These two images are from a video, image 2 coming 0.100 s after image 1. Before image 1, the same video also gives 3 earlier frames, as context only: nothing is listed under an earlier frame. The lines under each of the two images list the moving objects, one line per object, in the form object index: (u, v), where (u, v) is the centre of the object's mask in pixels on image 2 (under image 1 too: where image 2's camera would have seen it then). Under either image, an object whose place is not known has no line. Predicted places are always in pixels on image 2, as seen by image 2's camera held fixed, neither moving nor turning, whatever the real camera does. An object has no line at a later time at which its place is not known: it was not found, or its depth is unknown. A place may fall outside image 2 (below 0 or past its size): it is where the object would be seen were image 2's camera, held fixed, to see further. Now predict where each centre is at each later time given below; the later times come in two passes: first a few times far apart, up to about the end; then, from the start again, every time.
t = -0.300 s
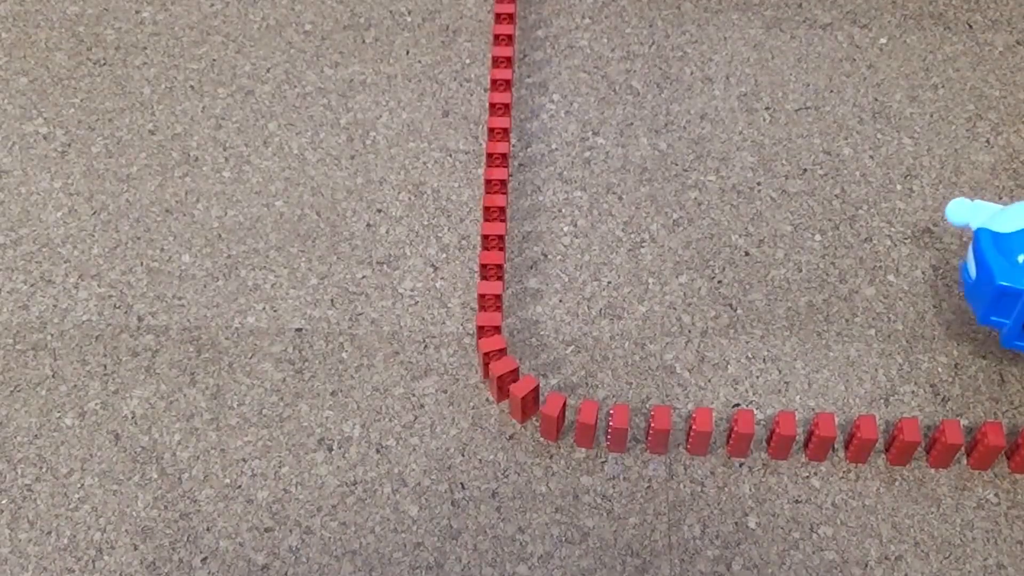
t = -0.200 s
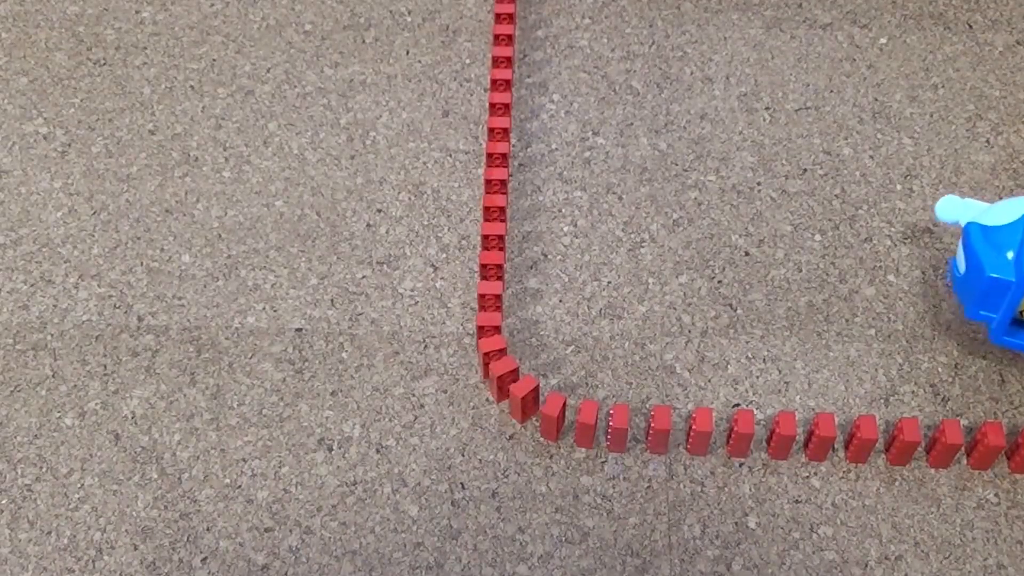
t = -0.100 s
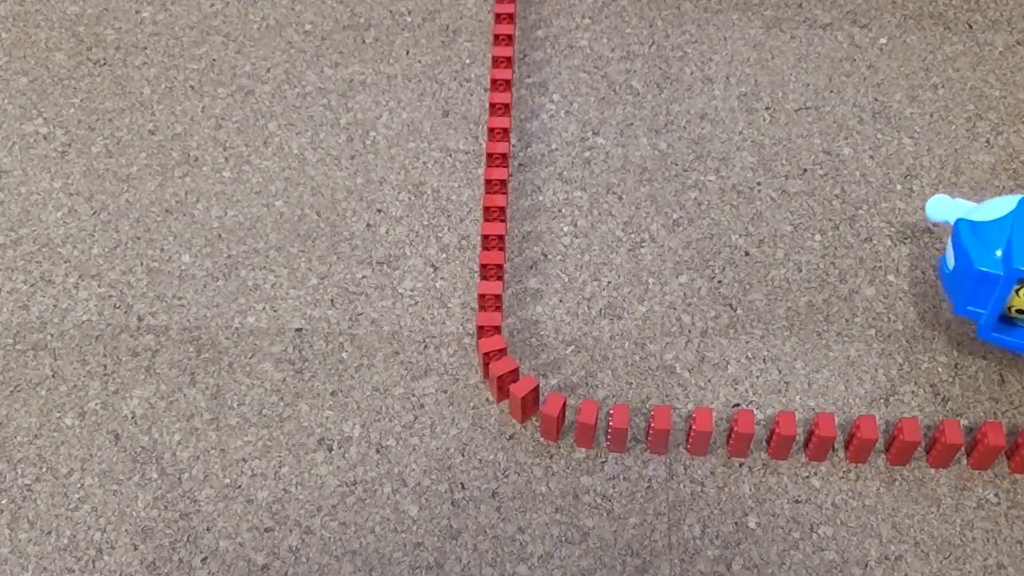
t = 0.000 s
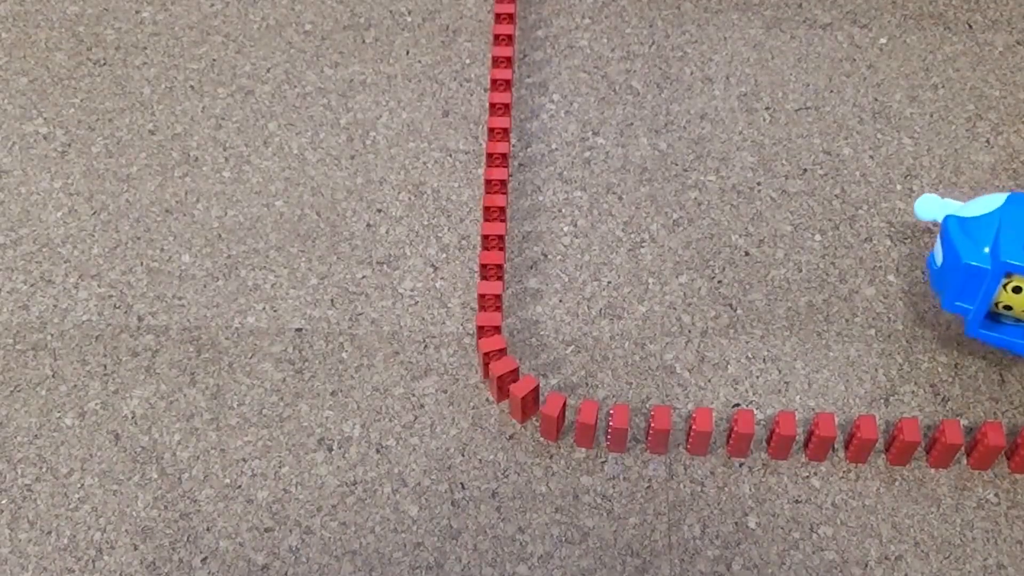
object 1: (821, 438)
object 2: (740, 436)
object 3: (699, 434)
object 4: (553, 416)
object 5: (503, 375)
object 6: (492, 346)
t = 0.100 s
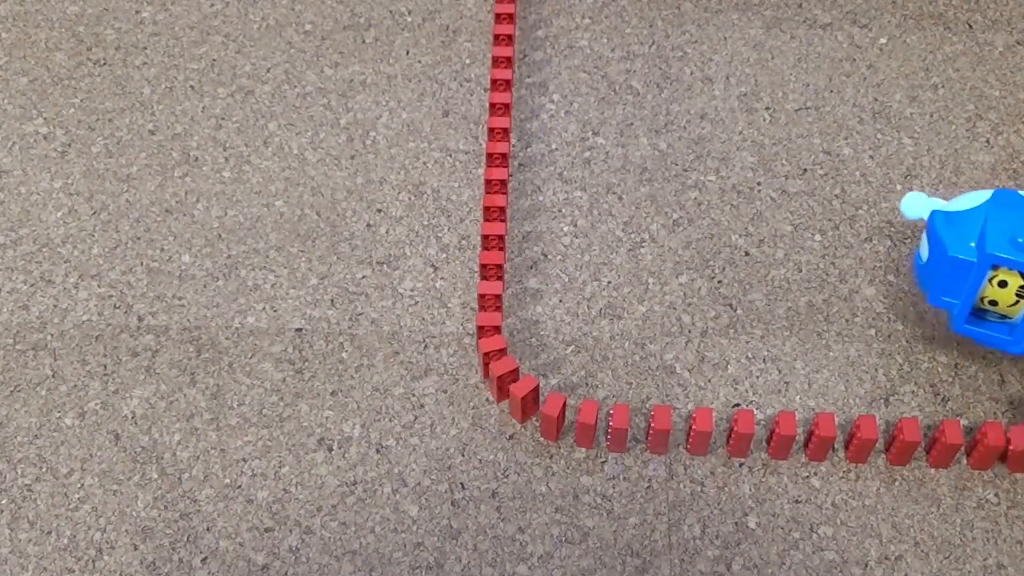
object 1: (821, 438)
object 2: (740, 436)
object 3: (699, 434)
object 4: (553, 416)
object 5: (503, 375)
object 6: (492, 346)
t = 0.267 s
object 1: (821, 438)
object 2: (740, 436)
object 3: (700, 434)
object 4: (553, 416)
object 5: (503, 375)
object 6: (492, 346)
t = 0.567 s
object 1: (783, 435)
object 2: (706, 435)
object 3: (669, 433)
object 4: (553, 416)
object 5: (503, 375)
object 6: (492, 345)
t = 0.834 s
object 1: (782, 435)
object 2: (705, 435)
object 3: (667, 434)
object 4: (510, 432)
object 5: (504, 387)
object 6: (488, 317)
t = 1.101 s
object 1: (782, 435)
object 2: (705, 435)
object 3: (667, 434)
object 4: (509, 433)
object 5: (504, 390)
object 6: (482, 328)
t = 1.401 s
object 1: (782, 435)
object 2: (705, 435)
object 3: (667, 434)
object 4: (509, 433)
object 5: (504, 390)
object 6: (482, 329)
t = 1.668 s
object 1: (782, 436)
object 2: (705, 435)
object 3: (667, 434)
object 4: (509, 433)
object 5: (504, 389)
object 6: (482, 329)
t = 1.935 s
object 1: (782, 436)
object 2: (705, 435)
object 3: (667, 434)
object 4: (509, 433)
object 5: (504, 389)
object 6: (482, 329)
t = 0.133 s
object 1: (821, 438)
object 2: (740, 436)
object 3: (699, 435)
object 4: (553, 416)
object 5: (503, 375)
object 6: (492, 346)
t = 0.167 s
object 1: (821, 438)
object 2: (740, 436)
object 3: (699, 434)
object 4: (553, 416)
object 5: (503, 375)
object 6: (492, 346)
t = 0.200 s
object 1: (821, 438)
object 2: (740, 436)
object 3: (700, 434)
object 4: (553, 416)
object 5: (503, 375)
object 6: (492, 345)
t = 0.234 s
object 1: (821, 438)
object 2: (740, 436)
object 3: (699, 434)
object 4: (553, 416)
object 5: (503, 375)
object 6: (492, 346)
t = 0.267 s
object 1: (821, 438)
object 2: (740, 436)
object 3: (700, 434)
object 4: (553, 416)
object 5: (503, 375)
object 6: (492, 346)
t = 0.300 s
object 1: (821, 438)
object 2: (740, 436)
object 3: (699, 435)
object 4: (553, 416)
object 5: (503, 375)
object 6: (492, 346)
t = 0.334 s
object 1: (821, 438)
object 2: (740, 436)
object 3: (699, 435)
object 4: (553, 416)
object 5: (503, 375)
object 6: (492, 345)
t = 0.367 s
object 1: (811, 439)
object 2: (740, 436)
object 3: (699, 435)
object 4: (553, 416)
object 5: (503, 375)
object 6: (492, 346)
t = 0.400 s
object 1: (802, 437)
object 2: (740, 436)
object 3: (699, 435)
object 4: (553, 416)
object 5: (503, 375)
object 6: (492, 346)
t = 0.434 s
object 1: (791, 437)
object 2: (734, 436)
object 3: (699, 434)
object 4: (553, 416)
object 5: (503, 375)
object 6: (492, 345)
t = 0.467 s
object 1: (785, 436)
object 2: (723, 435)
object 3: (694, 436)
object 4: (553, 416)
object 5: (503, 375)
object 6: (492, 345)
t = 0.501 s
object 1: (784, 435)
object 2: (713, 435)
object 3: (682, 432)
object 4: (553, 416)
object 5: (503, 375)
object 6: (492, 345)
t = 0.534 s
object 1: (783, 436)
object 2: (708, 434)
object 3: (673, 433)
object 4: (553, 416)
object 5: (503, 375)
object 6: (492, 345)
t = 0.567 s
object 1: (783, 435)
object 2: (706, 435)
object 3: (669, 433)
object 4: (553, 416)
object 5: (503, 375)
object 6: (492, 345)
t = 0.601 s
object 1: (783, 435)
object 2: (705, 435)
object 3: (668, 434)
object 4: (548, 415)
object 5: (503, 375)
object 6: (492, 345)
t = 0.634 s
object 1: (782, 435)
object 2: (705, 435)
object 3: (667, 434)
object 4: (536, 413)
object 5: (501, 373)
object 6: (492, 345)
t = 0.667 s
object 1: (782, 435)
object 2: (705, 435)
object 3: (667, 434)
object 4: (526, 413)
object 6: (491, 344)
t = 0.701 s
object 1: (783, 435)
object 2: (705, 435)
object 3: (667, 434)
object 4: (520, 415)
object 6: (489, 339)
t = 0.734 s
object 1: (782, 435)
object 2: (705, 435)
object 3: (667, 434)
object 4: (518, 417)
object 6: (488, 327)
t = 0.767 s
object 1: (782, 435)
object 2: (705, 435)
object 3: (667, 434)
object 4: (516, 420)
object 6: (487, 323)
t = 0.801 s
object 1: (782, 435)
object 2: (705, 435)
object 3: (667, 434)
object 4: (513, 426)
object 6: (491, 319)
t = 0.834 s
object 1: (782, 435)
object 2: (705, 435)
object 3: (667, 434)
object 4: (510, 432)
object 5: (504, 387)
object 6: (488, 317)
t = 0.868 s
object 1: (782, 435)
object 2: (705, 435)
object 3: (667, 434)
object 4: (509, 433)
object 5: (505, 389)
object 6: (483, 329)
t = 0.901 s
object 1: (782, 435)
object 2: (705, 435)
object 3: (667, 434)
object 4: (509, 433)
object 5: (505, 389)
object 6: (482, 328)
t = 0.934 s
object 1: (782, 435)
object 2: (705, 435)
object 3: (667, 434)
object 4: (509, 433)
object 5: (505, 389)
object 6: (482, 328)
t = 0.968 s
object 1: (782, 435)
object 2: (705, 435)
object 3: (667, 434)
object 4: (509, 433)
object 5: (505, 390)
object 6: (482, 328)
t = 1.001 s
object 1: (782, 435)
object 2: (705, 435)
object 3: (667, 434)
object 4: (509, 433)
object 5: (504, 390)
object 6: (482, 328)
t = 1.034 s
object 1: (782, 435)
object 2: (705, 435)
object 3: (667, 434)
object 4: (509, 433)
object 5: (504, 390)
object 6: (482, 328)
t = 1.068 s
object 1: (782, 435)
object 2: (705, 435)
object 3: (667, 434)
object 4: (509, 433)
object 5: (504, 390)
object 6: (482, 328)
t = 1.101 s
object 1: (782, 435)
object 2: (705, 435)
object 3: (667, 434)
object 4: (509, 433)
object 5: (504, 390)
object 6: (482, 328)
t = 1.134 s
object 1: (782, 435)
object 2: (705, 435)
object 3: (667, 434)
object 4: (509, 433)
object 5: (504, 390)
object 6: (482, 328)
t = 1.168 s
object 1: (782, 435)
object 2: (705, 435)
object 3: (667, 434)
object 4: (509, 433)
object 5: (504, 390)
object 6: (482, 328)
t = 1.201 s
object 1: (782, 435)
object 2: (705, 435)
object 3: (667, 434)
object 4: (509, 433)
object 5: (504, 389)
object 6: (482, 328)
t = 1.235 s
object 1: (782, 435)
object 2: (705, 435)
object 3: (667, 434)
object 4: (509, 433)
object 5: (504, 390)
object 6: (482, 328)
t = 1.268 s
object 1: (782, 435)
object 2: (705, 435)
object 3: (667, 434)
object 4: (509, 433)
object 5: (504, 390)
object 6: (482, 328)
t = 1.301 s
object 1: (782, 435)
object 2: (705, 435)
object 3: (667, 434)
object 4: (509, 433)
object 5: (504, 390)
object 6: (482, 329)
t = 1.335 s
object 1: (782, 435)
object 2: (705, 435)
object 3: (667, 434)
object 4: (509, 433)
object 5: (504, 390)
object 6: (482, 329)
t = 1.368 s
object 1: (782, 435)
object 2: (705, 435)
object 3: (667, 434)
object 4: (509, 433)
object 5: (504, 390)
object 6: (482, 329)
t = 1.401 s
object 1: (782, 435)
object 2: (705, 435)
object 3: (667, 434)
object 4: (509, 433)
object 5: (504, 390)
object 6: (482, 329)
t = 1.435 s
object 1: (782, 435)
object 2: (705, 435)
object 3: (667, 434)
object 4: (509, 433)
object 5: (504, 390)
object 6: (482, 329)
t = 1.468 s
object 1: (782, 436)
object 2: (705, 435)
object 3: (667, 434)
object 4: (509, 433)
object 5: (504, 390)
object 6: (482, 329)
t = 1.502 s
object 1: (782, 436)
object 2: (705, 435)
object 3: (667, 434)
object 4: (509, 433)
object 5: (504, 390)
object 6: (482, 329)
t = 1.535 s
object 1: (782, 436)
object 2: (705, 435)
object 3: (667, 434)
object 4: (509, 433)
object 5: (504, 390)
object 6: (482, 329)
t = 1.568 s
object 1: (782, 436)
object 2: (705, 435)
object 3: (667, 434)
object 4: (509, 433)
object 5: (504, 390)
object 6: (482, 329)
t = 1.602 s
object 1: (782, 436)
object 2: (705, 435)
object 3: (667, 434)
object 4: (509, 433)
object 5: (504, 390)
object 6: (482, 329)
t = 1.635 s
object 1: (782, 436)
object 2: (705, 435)
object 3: (667, 434)
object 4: (509, 433)
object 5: (504, 390)
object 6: (482, 329)
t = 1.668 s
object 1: (782, 436)
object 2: (705, 435)
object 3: (667, 434)
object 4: (509, 433)
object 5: (504, 389)
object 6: (482, 329)
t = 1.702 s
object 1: (782, 436)
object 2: (705, 435)
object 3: (667, 434)
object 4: (509, 433)
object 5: (504, 389)
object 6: (482, 329)
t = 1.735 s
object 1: (782, 435)
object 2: (705, 435)
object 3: (667, 434)
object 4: (509, 433)
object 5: (504, 390)
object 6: (482, 329)
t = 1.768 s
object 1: (782, 436)
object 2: (705, 435)
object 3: (667, 434)
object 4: (509, 433)
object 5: (504, 390)
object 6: (482, 329)
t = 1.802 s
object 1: (782, 436)
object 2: (705, 435)
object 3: (667, 434)
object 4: (509, 433)
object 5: (504, 390)
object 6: (482, 329)
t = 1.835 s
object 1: (782, 436)
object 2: (705, 435)
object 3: (667, 434)
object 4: (509, 433)
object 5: (504, 390)
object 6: (482, 329)
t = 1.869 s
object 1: (782, 435)
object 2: (705, 435)
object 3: (667, 434)
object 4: (509, 433)
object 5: (504, 389)
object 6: (482, 329)
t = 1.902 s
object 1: (782, 435)
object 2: (705, 435)
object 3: (667, 434)
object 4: (509, 433)
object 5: (504, 389)
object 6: (482, 329)
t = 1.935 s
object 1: (782, 436)
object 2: (705, 435)
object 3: (667, 434)
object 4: (509, 433)
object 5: (504, 389)
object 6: (482, 329)
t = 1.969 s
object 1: (782, 436)
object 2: (705, 435)
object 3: (667, 434)
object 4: (509, 433)
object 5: (504, 389)
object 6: (482, 329)
